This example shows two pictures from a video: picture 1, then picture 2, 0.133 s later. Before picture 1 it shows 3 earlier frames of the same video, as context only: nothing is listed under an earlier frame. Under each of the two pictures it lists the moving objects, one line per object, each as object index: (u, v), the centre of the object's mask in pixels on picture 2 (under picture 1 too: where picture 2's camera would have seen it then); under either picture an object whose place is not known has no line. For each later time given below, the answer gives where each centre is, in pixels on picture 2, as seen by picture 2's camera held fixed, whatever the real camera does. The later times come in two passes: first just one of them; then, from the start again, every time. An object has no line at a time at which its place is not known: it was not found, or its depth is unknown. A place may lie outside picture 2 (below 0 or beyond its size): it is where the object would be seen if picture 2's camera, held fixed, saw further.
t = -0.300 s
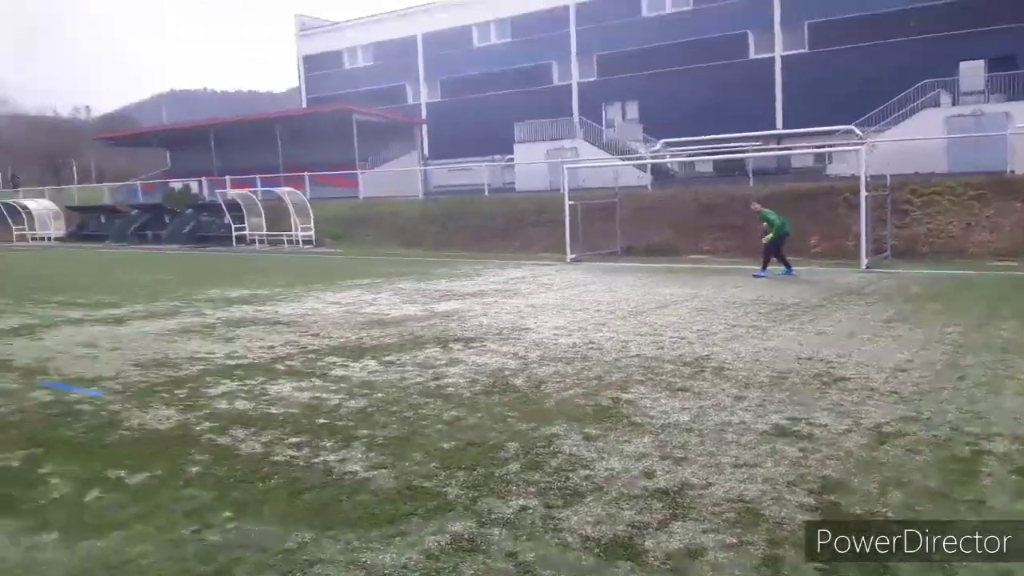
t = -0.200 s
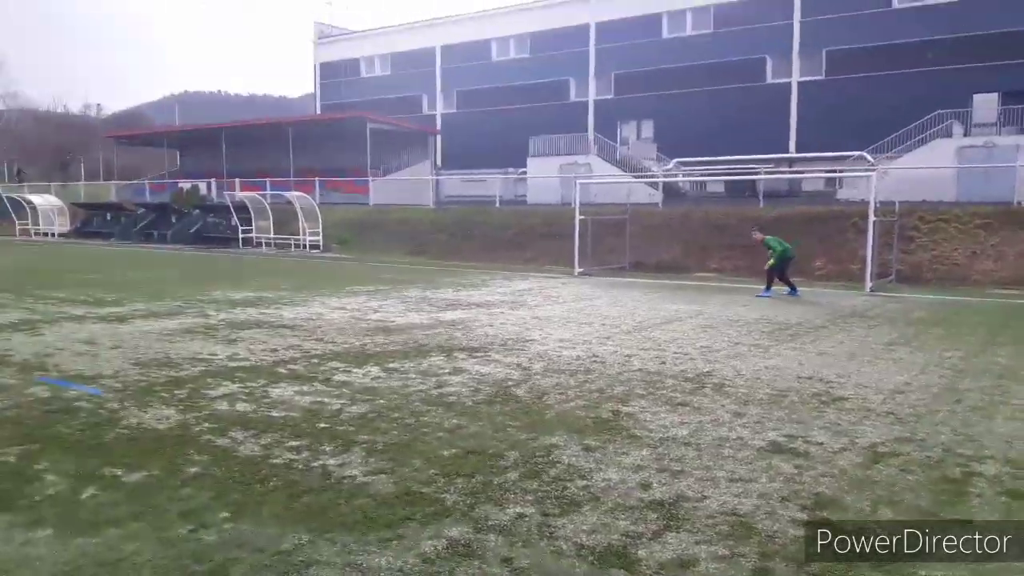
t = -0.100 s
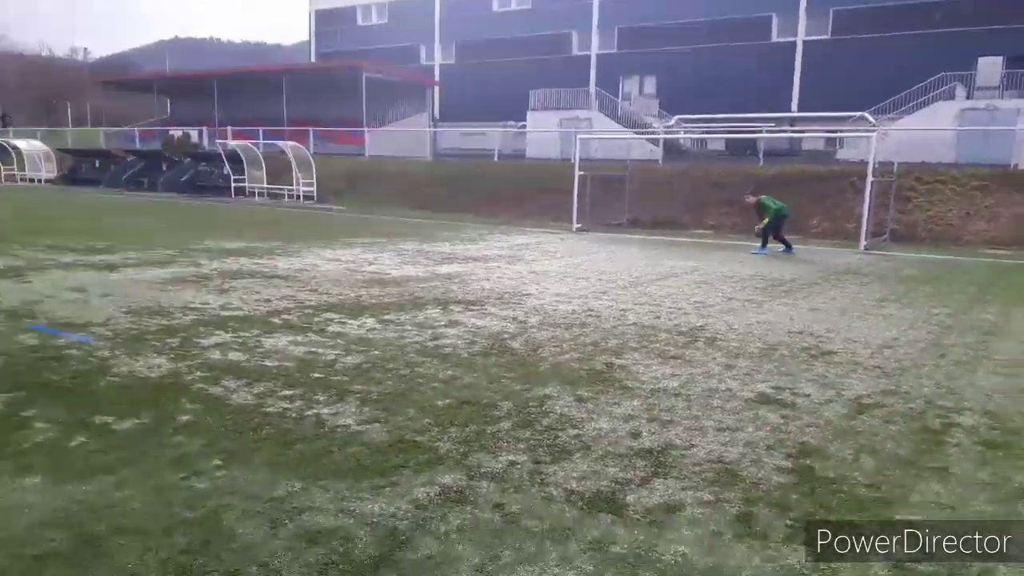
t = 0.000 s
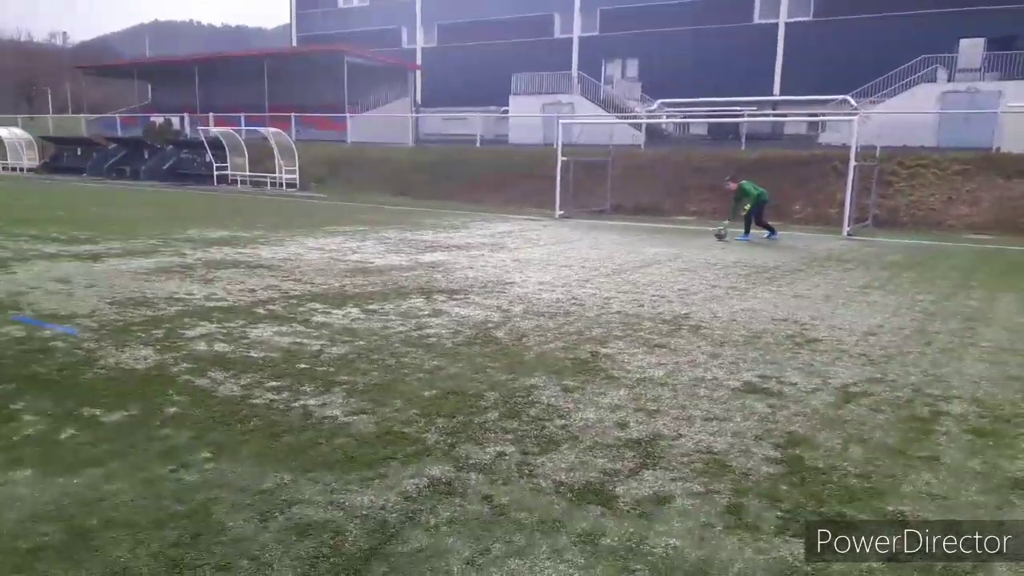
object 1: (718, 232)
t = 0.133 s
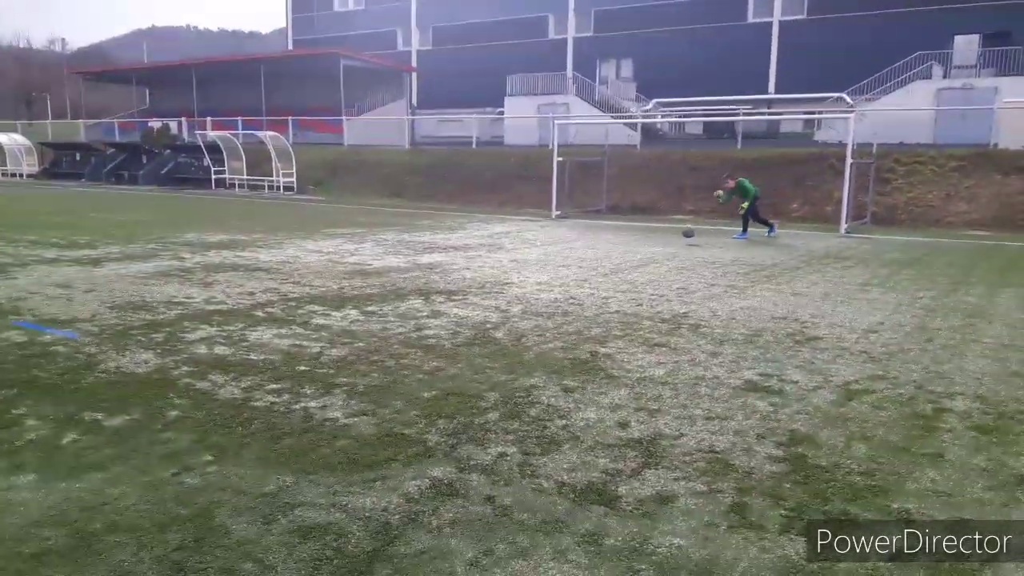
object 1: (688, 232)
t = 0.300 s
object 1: (647, 241)
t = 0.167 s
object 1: (680, 232)
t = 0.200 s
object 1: (672, 233)
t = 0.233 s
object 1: (665, 235)
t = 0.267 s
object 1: (656, 238)
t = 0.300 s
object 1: (647, 241)
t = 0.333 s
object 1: (641, 242)
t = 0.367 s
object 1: (634, 239)
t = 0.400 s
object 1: (628, 238)
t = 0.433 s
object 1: (621, 237)
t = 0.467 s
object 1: (615, 238)
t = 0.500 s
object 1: (607, 239)
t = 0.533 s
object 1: (599, 242)
